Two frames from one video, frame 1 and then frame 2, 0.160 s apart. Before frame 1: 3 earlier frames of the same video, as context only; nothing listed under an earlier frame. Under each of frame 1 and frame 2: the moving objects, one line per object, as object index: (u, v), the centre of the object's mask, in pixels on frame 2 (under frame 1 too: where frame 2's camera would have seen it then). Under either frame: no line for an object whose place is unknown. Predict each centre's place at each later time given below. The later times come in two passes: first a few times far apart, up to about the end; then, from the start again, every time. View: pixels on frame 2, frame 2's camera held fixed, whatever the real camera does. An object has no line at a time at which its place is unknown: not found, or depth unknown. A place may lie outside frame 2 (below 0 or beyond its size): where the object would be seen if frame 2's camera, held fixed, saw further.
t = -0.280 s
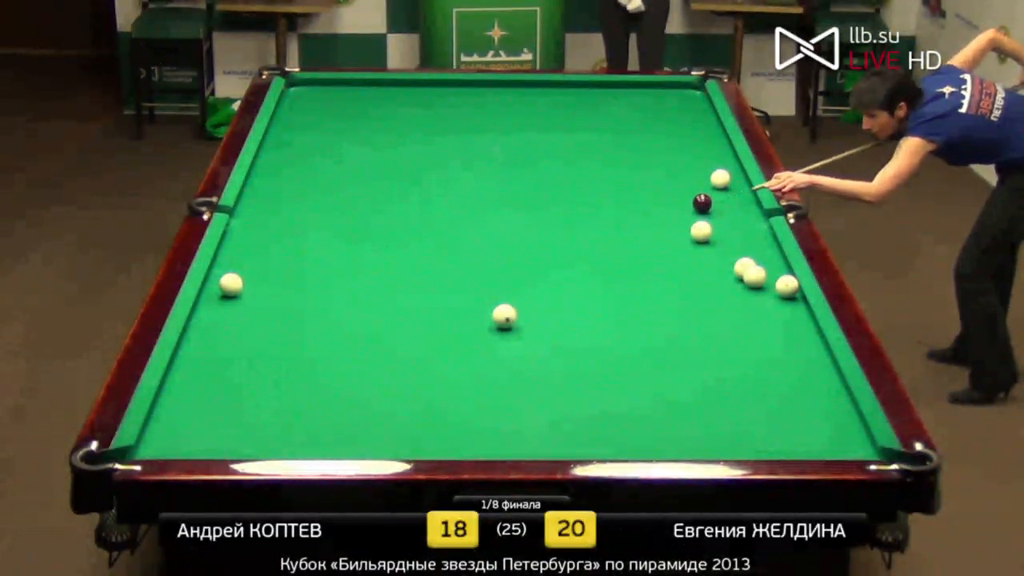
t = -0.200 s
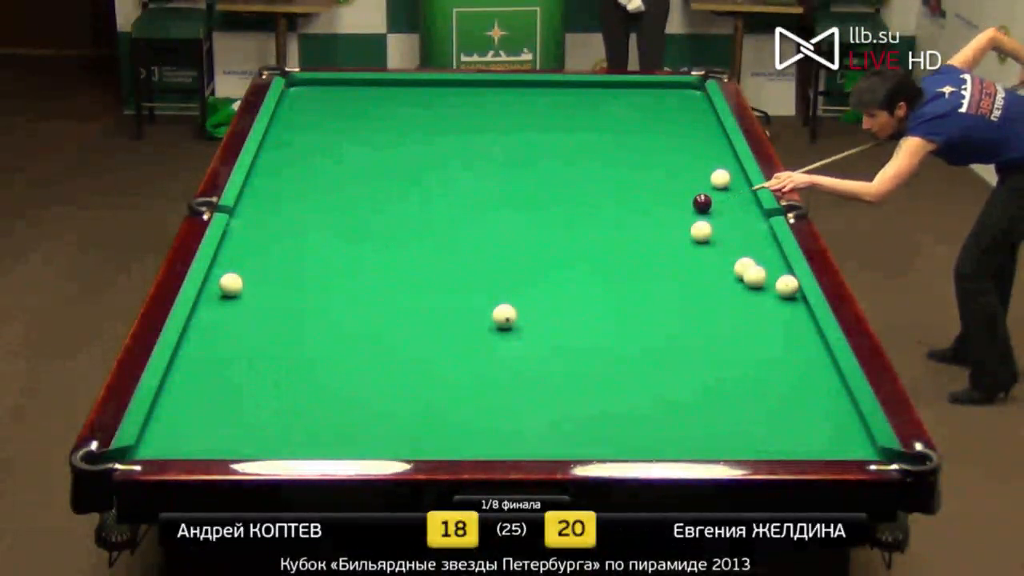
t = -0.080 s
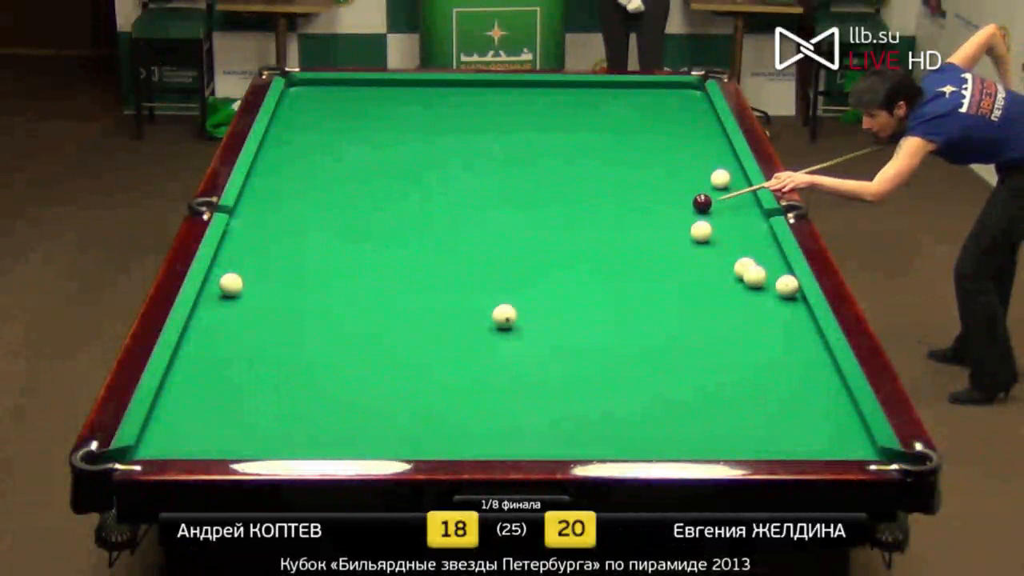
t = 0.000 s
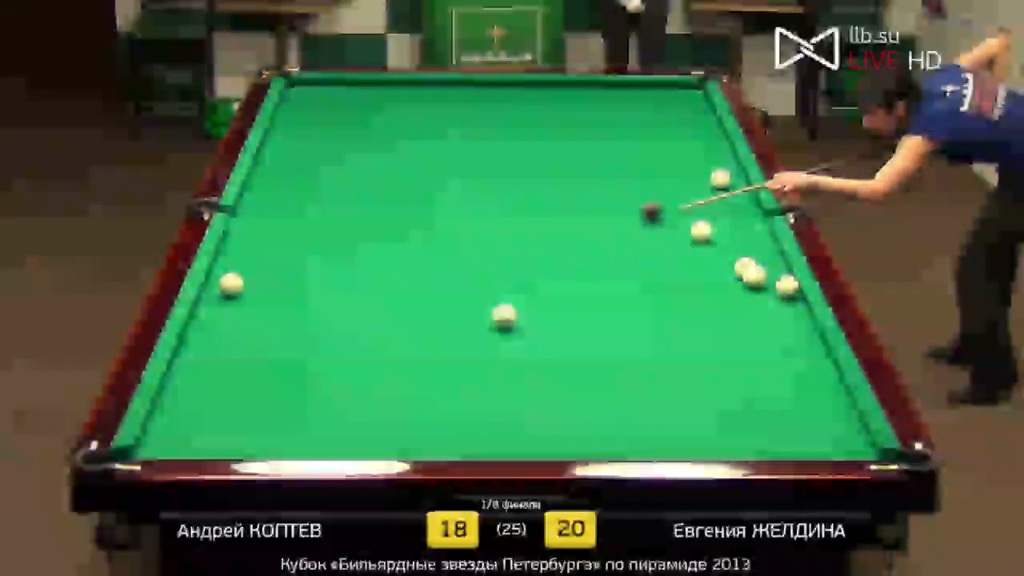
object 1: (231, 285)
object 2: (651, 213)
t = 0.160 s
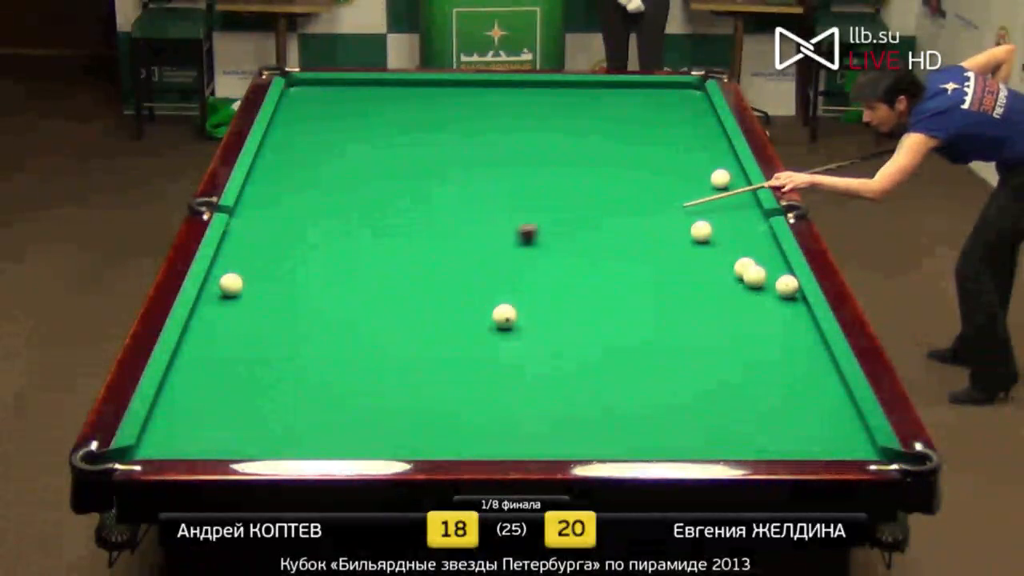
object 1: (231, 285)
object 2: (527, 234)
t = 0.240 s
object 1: (231, 285)
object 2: (466, 245)
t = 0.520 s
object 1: (231, 285)
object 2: (274, 277)
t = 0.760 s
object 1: (248, 305)
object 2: (217, 274)
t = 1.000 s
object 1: (299, 322)
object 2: (251, 266)
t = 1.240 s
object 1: (351, 339)
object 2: (278, 258)
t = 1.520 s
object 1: (415, 360)
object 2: (307, 250)
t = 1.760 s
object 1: (470, 378)
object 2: (330, 243)
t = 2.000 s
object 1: (527, 397)
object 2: (352, 237)
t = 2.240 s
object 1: (585, 416)
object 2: (373, 231)
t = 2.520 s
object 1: (654, 438)
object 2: (395, 224)
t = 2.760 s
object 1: (711, 444)
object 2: (413, 219)
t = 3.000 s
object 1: (756, 438)
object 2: (429, 214)
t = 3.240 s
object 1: (800, 429)
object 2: (444, 210)
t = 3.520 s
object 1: (848, 418)
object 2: (460, 204)
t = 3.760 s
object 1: (821, 406)
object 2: (473, 201)
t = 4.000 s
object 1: (792, 397)
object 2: (485, 197)
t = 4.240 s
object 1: (764, 387)
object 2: (497, 194)
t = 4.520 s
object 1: (735, 377)
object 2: (508, 191)
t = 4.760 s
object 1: (711, 368)
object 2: (517, 188)
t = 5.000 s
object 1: (689, 361)
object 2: (526, 185)
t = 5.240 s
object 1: (668, 354)
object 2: (533, 183)
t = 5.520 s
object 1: (646, 346)
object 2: (541, 181)
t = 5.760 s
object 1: (628, 340)
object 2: (546, 179)
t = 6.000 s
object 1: (611, 335)
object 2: (550, 177)
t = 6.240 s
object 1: (596, 330)
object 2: (554, 176)
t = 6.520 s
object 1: (579, 324)
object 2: (557, 174)
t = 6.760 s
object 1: (566, 320)
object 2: (558, 173)
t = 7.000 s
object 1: (553, 316)
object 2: (559, 173)
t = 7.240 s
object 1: (542, 312)
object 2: (559, 172)
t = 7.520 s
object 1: (530, 308)
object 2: (559, 172)
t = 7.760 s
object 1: (522, 305)
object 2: (559, 172)
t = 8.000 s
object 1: (515, 301)
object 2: (559, 172)
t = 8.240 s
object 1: (507, 298)
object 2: (559, 172)
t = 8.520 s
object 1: (499, 296)
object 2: (559, 172)
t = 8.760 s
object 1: (494, 296)
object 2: (559, 172)
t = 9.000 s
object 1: (491, 296)
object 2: (559, 172)
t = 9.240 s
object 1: (489, 296)
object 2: (559, 172)
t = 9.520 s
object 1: (488, 295)
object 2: (559, 172)
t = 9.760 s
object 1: (488, 295)
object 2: (559, 172)
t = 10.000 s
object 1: (488, 295)
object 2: (559, 172)
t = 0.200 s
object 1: (231, 285)
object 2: (496, 240)
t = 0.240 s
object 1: (231, 285)
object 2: (466, 245)
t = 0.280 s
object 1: (231, 285)
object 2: (437, 250)
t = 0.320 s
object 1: (231, 285)
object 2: (408, 255)
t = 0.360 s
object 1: (231, 285)
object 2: (380, 259)
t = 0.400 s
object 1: (231, 285)
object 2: (353, 264)
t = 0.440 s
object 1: (231, 285)
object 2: (326, 268)
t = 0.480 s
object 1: (231, 285)
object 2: (300, 273)
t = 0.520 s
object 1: (231, 285)
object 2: (274, 277)
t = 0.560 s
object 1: (230, 285)
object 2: (252, 280)
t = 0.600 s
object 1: (213, 290)
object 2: (244, 279)
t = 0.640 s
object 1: (217, 295)
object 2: (238, 277)
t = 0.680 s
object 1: (229, 298)
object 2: (231, 275)
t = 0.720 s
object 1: (239, 301)
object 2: (223, 275)
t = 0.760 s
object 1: (248, 305)
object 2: (217, 274)
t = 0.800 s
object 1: (256, 307)
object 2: (225, 273)
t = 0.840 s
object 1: (265, 310)
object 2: (231, 271)
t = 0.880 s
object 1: (273, 313)
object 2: (237, 270)
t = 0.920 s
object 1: (282, 316)
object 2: (242, 268)
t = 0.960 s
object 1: (290, 319)
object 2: (246, 267)
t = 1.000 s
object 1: (299, 322)
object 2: (251, 266)
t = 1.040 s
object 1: (308, 325)
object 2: (256, 264)
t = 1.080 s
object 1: (316, 328)
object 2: (260, 263)
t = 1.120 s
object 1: (325, 331)
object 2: (265, 262)
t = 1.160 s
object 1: (334, 333)
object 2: (269, 260)
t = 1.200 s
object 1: (343, 337)
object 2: (273, 259)
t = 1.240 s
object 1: (351, 339)
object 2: (278, 258)
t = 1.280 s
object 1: (360, 342)
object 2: (282, 257)
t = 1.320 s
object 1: (369, 345)
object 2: (286, 255)
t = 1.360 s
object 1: (378, 348)
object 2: (290, 254)
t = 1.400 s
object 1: (387, 351)
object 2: (295, 253)
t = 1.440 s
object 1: (396, 354)
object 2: (299, 252)
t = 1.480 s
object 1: (406, 357)
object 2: (303, 251)
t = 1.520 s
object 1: (415, 360)
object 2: (307, 250)
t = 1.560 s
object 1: (424, 363)
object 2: (311, 248)
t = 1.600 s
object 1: (433, 366)
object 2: (315, 247)
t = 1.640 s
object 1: (443, 369)
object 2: (319, 246)
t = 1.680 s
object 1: (452, 372)
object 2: (323, 245)
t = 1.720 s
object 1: (461, 375)
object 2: (327, 244)
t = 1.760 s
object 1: (470, 378)
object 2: (330, 243)
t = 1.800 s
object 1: (480, 381)
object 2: (334, 242)
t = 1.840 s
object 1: (489, 384)
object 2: (338, 241)
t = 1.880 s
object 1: (499, 387)
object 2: (342, 240)
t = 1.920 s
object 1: (508, 390)
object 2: (345, 239)
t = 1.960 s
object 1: (517, 394)
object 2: (349, 238)
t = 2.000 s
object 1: (527, 397)
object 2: (352, 237)
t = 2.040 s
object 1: (536, 400)
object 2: (356, 236)
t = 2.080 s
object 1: (546, 403)
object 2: (359, 234)
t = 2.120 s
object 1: (556, 406)
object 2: (363, 233)
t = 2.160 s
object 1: (565, 409)
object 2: (366, 233)
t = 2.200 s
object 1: (575, 413)
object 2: (370, 231)
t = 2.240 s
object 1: (585, 416)
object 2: (373, 231)
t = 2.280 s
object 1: (595, 419)
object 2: (376, 230)
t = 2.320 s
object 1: (605, 422)
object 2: (379, 229)
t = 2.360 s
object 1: (615, 425)
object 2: (383, 228)
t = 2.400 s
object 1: (625, 428)
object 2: (386, 228)
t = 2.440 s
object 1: (635, 432)
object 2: (389, 226)
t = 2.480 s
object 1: (645, 435)
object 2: (392, 225)
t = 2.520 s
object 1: (654, 438)
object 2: (395, 224)
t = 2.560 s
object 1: (664, 440)
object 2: (398, 224)
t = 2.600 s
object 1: (674, 442)
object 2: (401, 222)
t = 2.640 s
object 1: (684, 444)
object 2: (404, 222)
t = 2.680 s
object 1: (694, 446)
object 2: (407, 221)
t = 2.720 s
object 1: (703, 445)
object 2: (410, 220)
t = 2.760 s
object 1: (711, 444)
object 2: (413, 219)
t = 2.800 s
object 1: (719, 443)
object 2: (415, 218)
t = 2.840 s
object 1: (726, 442)
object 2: (418, 217)
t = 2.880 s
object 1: (734, 441)
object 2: (421, 217)
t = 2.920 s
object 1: (742, 440)
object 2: (424, 216)
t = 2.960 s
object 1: (749, 439)
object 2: (427, 215)
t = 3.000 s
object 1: (756, 438)
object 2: (429, 214)
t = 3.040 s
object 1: (764, 437)
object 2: (432, 214)
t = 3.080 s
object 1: (771, 435)
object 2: (434, 213)
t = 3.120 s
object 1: (779, 434)
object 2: (437, 212)
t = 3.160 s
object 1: (786, 432)
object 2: (439, 211)
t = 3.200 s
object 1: (793, 430)
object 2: (442, 210)
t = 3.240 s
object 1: (800, 429)
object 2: (444, 210)
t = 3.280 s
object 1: (807, 426)
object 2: (447, 209)
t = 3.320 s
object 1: (814, 425)
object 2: (449, 209)
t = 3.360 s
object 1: (820, 424)
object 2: (451, 208)
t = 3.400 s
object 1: (827, 421)
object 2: (454, 207)
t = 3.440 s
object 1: (834, 420)
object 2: (456, 206)
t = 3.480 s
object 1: (841, 418)
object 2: (458, 205)
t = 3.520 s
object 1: (848, 418)
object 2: (460, 204)
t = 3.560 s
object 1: (848, 416)
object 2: (463, 204)
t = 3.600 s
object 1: (842, 413)
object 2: (465, 203)
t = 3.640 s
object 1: (837, 412)
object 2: (467, 203)
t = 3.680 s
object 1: (831, 410)
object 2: (469, 202)
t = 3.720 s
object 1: (826, 409)
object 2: (471, 202)
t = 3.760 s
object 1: (821, 406)
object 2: (473, 201)
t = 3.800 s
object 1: (816, 405)
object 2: (475, 200)
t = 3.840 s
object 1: (811, 403)
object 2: (477, 200)
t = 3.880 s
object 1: (806, 401)
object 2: (479, 199)
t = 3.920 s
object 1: (801, 400)
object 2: (481, 199)
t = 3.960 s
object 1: (797, 398)
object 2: (483, 198)
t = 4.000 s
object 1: (792, 397)
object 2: (485, 197)
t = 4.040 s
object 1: (787, 395)
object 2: (487, 197)
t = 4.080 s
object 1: (782, 393)
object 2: (489, 196)
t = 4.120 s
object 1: (778, 392)
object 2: (491, 196)
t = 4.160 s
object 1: (774, 390)
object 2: (493, 195)
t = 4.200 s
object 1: (769, 389)
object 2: (495, 194)
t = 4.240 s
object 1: (764, 387)
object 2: (497, 194)
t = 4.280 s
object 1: (760, 386)
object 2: (498, 194)
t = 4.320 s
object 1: (756, 384)
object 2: (500, 193)
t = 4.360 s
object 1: (752, 382)
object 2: (502, 193)
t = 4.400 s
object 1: (747, 382)
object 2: (503, 192)
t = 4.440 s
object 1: (743, 379)
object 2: (505, 192)
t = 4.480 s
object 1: (739, 378)
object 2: (507, 191)
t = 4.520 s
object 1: (735, 377)
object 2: (508, 191)
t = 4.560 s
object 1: (730, 375)
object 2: (510, 190)
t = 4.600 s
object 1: (727, 375)
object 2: (511, 190)
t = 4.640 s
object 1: (722, 373)
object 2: (513, 189)
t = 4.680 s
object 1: (719, 371)
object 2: (514, 189)
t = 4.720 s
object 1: (714, 370)
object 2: (516, 188)
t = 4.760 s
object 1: (711, 368)
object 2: (517, 188)
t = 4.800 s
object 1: (707, 367)
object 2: (519, 187)
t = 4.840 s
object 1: (704, 366)
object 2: (520, 187)
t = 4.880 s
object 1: (700, 365)
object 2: (522, 187)
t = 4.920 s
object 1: (696, 364)
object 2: (523, 186)
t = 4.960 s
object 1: (692, 363)
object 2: (524, 186)
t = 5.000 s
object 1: (689, 361)
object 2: (526, 185)
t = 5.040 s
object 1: (685, 360)
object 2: (527, 185)
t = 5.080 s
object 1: (682, 358)
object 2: (528, 185)
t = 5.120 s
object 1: (679, 358)
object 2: (529, 184)
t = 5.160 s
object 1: (675, 356)
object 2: (530, 184)
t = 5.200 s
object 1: (671, 355)
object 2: (532, 183)
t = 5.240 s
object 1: (668, 354)
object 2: (533, 183)
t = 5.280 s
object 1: (665, 353)
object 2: (534, 183)
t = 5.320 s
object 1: (662, 352)
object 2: (535, 182)
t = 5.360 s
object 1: (658, 350)
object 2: (536, 182)
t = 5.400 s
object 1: (655, 349)
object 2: (537, 182)
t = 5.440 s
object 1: (652, 348)
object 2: (538, 181)
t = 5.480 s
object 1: (649, 347)
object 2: (539, 181)
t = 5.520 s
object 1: (646, 346)
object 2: (541, 181)
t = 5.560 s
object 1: (643, 345)
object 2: (541, 180)
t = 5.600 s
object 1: (640, 344)
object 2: (542, 180)
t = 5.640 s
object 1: (637, 343)
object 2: (543, 180)
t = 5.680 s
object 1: (634, 342)
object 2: (544, 179)
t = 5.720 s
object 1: (631, 342)
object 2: (545, 179)
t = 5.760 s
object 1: (628, 340)
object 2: (546, 179)
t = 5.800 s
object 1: (625, 339)
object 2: (547, 178)
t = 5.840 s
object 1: (622, 339)
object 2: (547, 178)
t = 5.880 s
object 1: (619, 338)
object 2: (548, 178)
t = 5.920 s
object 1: (616, 336)
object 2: (549, 178)
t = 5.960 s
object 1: (614, 336)
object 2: (550, 177)
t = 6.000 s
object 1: (611, 335)
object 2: (550, 177)
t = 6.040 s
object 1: (609, 334)
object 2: (551, 177)
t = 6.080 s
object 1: (606, 333)
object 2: (551, 177)
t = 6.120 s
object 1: (603, 332)
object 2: (552, 176)
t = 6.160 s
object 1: (601, 331)
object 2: (553, 176)
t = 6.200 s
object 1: (598, 330)
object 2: (553, 176)
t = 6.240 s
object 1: (596, 330)
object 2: (554, 176)
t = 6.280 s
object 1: (593, 329)
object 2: (554, 175)
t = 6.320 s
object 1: (591, 328)
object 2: (555, 175)
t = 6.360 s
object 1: (588, 327)
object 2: (555, 175)
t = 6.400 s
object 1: (586, 326)
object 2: (556, 175)
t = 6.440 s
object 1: (584, 325)
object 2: (556, 175)
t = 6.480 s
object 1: (581, 325)
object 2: (556, 174)
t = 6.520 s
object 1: (579, 324)
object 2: (557, 174)
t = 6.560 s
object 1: (577, 323)
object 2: (557, 174)
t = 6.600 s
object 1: (575, 322)
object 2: (557, 174)
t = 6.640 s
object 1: (572, 322)
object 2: (557, 174)
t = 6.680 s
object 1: (570, 321)
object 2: (558, 174)
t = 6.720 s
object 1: (568, 320)
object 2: (558, 173)
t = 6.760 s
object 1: (566, 320)
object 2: (558, 173)
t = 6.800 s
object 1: (564, 319)
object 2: (558, 173)
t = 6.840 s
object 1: (562, 318)
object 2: (559, 173)
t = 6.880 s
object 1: (560, 318)
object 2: (559, 173)
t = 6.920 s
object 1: (557, 317)
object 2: (559, 173)
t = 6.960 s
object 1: (555, 316)
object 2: (559, 173)
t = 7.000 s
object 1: (553, 316)
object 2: (559, 173)
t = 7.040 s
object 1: (552, 315)
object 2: (559, 172)
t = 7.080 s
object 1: (550, 315)
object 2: (559, 172)
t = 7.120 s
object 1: (548, 314)
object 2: (559, 172)
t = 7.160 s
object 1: (546, 314)
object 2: (559, 172)
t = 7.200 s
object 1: (545, 314)
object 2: (559, 173)
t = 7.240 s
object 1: (542, 312)
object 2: (559, 172)
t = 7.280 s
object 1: (540, 312)
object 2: (559, 172)
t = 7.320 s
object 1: (539, 311)
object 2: (559, 172)
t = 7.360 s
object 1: (537, 311)
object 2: (559, 172)
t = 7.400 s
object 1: (535, 310)
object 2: (559, 172)
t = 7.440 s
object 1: (534, 310)
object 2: (559, 172)
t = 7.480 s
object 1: (532, 309)
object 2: (559, 172)
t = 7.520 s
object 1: (530, 308)
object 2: (559, 172)
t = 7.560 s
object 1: (529, 308)
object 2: (559, 172)
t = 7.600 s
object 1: (527, 308)
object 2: (559, 172)
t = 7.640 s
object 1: (526, 307)
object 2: (559, 172)
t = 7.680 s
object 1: (524, 306)
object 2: (559, 172)
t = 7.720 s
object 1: (523, 306)
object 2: (559, 172)
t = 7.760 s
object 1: (522, 305)
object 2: (559, 172)
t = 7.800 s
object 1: (521, 304)
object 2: (559, 172)
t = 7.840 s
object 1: (519, 304)
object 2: (559, 172)
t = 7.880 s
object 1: (518, 303)
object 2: (559, 172)
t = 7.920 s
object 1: (517, 303)
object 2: (559, 172)
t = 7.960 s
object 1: (516, 302)
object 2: (559, 172)
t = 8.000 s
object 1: (515, 301)
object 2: (559, 172)
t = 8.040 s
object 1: (513, 301)
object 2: (559, 172)
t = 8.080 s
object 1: (512, 300)
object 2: (559, 172)
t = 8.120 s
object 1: (511, 299)
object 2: (559, 172)
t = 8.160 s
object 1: (510, 299)
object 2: (559, 172)
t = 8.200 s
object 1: (508, 298)
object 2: (559, 172)
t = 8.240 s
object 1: (507, 298)
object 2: (559, 172)
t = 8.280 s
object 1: (506, 298)
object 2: (559, 172)
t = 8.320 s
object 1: (504, 297)
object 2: (559, 172)
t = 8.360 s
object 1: (503, 297)
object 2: (559, 172)
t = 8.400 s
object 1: (502, 297)
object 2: (559, 172)
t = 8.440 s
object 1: (501, 296)
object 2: (559, 172)
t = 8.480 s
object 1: (500, 296)
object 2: (559, 172)
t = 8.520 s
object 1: (499, 296)
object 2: (559, 172)
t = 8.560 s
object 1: (498, 296)
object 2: (559, 172)
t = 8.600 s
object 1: (497, 296)
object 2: (559, 172)
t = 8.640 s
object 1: (496, 296)
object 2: (559, 172)
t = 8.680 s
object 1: (496, 296)
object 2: (559, 172)
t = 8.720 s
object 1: (495, 296)
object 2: (559, 172)
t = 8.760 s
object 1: (494, 296)
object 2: (559, 172)
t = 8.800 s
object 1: (494, 296)
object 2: (559, 172)
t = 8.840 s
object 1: (493, 296)
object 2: (559, 172)
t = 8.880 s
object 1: (493, 296)
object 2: (559, 172)
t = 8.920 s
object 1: (492, 296)
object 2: (559, 172)
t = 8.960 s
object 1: (492, 296)
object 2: (559, 172)
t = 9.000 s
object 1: (491, 296)
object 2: (559, 172)
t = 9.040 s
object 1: (491, 296)
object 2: (559, 172)
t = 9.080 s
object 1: (490, 296)
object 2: (559, 172)
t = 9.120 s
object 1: (490, 296)
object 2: (559, 172)
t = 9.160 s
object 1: (489, 296)
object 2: (559, 172)
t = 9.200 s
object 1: (489, 296)
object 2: (559, 172)
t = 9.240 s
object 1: (489, 296)
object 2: (559, 172)
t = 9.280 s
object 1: (489, 296)
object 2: (559, 172)
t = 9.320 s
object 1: (488, 296)
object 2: (559, 172)
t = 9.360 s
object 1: (488, 296)
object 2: (559, 172)
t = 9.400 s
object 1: (488, 296)
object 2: (559, 172)
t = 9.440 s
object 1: (488, 295)
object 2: (559, 172)
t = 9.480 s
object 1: (488, 295)
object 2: (559, 172)
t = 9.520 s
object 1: (488, 295)
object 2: (559, 172)
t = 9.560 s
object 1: (488, 295)
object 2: (559, 172)
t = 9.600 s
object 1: (488, 295)
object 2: (559, 172)
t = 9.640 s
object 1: (488, 295)
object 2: (559, 172)
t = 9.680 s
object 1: (488, 295)
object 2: (559, 172)
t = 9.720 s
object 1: (488, 295)
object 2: (559, 172)
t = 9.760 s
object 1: (488, 295)
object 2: (559, 172)
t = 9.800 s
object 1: (488, 295)
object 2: (559, 172)
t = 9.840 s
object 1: (488, 295)
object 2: (559, 172)
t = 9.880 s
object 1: (488, 295)
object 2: (559, 172)
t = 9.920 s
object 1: (488, 295)
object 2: (559, 172)
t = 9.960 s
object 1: (488, 295)
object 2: (559, 172)
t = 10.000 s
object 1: (488, 295)
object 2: (559, 172)
